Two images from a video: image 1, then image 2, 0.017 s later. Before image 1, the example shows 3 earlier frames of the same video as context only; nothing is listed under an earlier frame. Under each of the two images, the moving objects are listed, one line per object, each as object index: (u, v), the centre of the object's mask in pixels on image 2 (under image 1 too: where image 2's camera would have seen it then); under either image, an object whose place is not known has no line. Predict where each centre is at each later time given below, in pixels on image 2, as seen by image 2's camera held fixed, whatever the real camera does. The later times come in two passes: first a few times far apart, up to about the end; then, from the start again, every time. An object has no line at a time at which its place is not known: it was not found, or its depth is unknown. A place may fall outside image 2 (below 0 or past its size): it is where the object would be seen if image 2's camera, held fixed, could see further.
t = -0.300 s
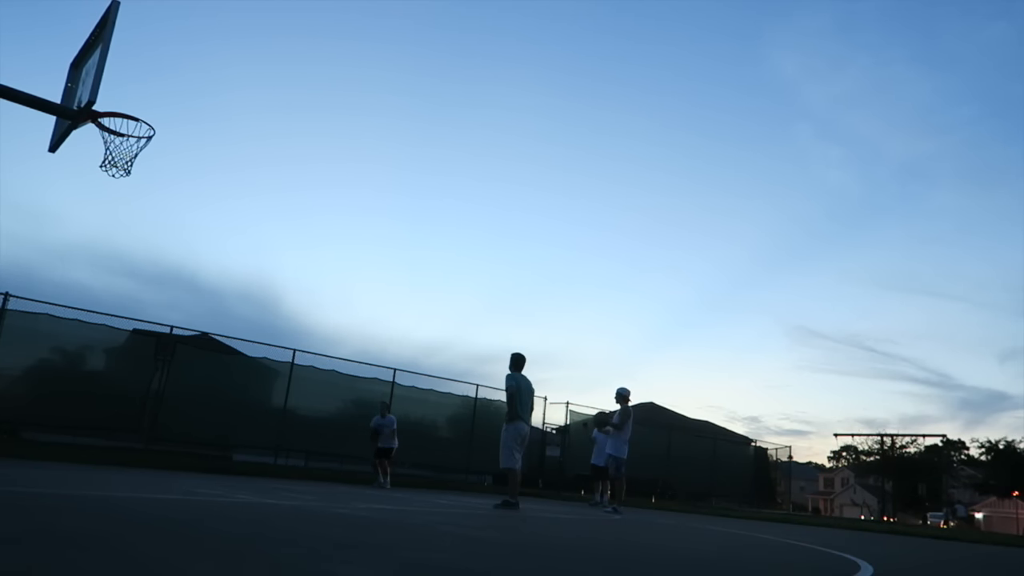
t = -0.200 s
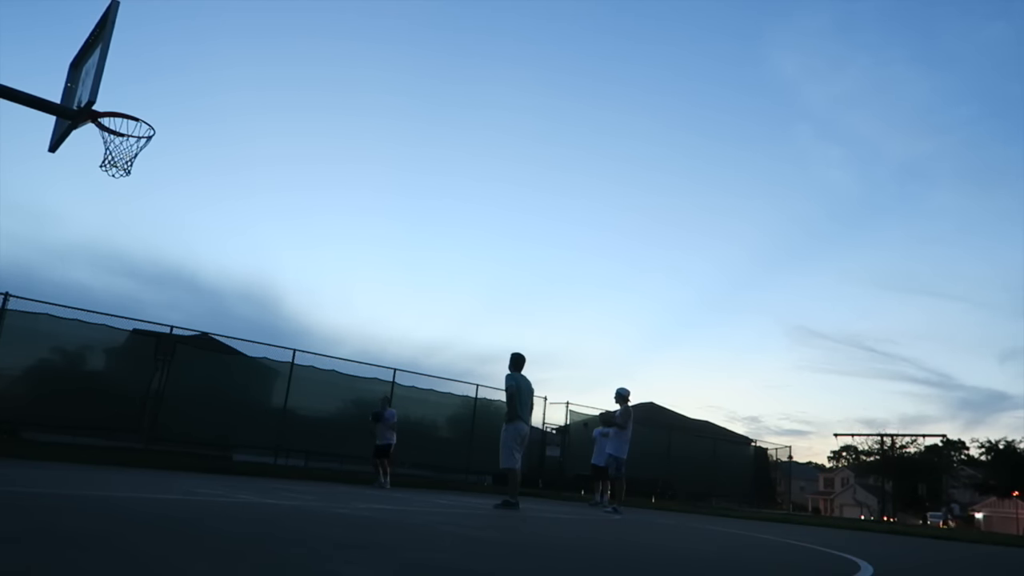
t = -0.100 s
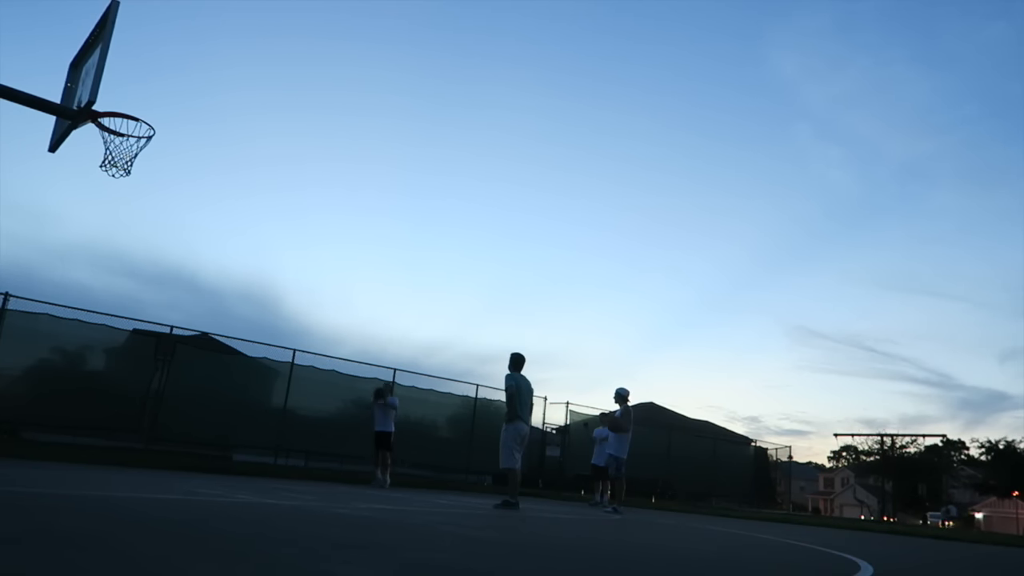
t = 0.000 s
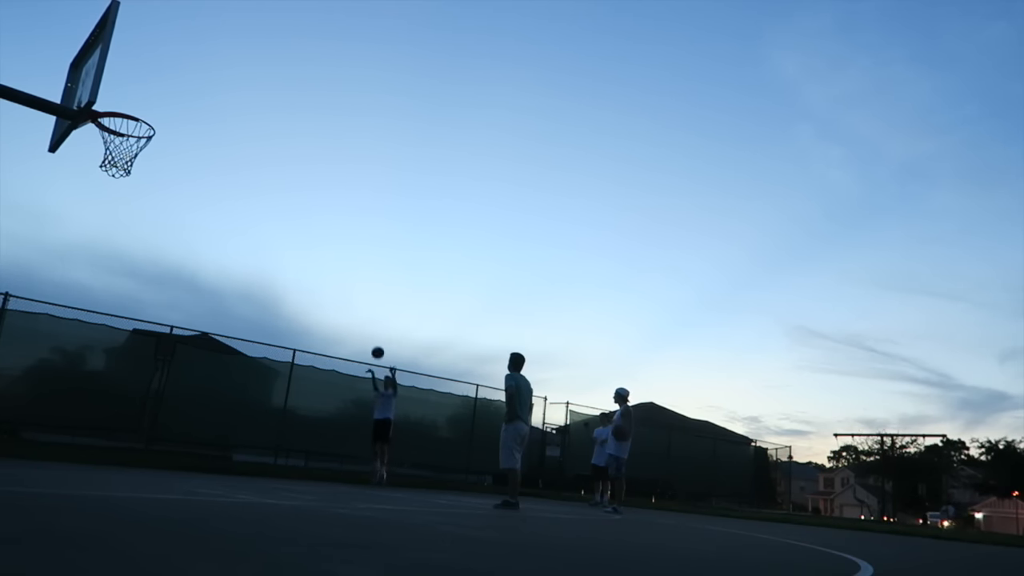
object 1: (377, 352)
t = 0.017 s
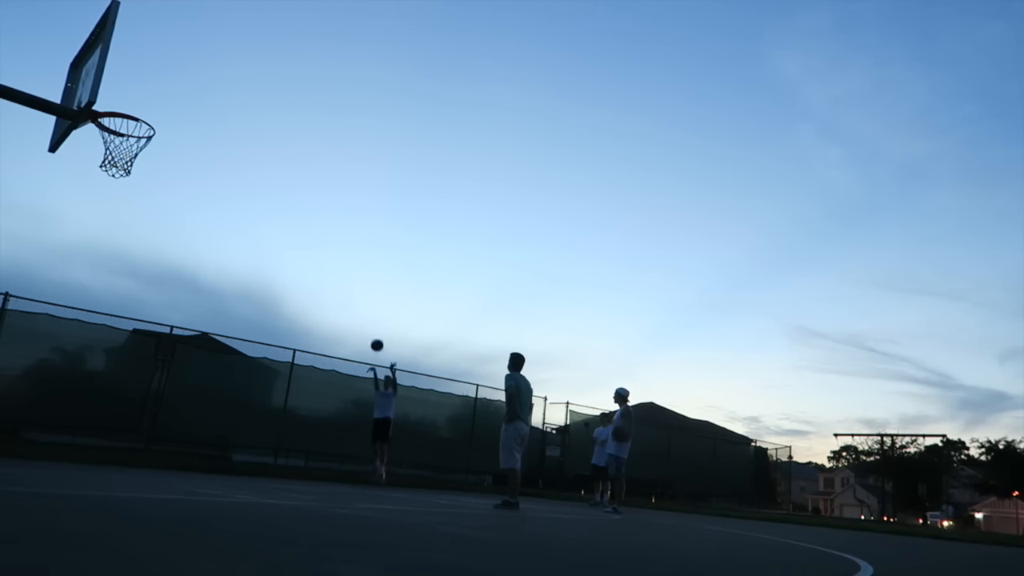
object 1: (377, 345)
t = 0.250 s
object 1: (364, 250)
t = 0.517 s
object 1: (340, 164)
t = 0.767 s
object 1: (305, 107)
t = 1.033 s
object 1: (249, 80)
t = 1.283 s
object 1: (165, 100)
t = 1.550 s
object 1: (117, 133)
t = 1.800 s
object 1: (130, 163)
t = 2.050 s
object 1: (102, 218)
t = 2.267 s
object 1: (64, 319)
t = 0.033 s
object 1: (376, 338)
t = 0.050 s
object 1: (375, 331)
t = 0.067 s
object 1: (374, 324)
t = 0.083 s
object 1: (374, 317)
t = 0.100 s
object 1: (373, 309)
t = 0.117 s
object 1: (372, 303)
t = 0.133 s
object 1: (371, 296)
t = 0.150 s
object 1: (370, 289)
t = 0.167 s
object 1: (369, 282)
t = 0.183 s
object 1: (368, 276)
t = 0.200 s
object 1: (367, 269)
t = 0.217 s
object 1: (366, 263)
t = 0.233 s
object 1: (365, 257)
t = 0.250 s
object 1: (364, 250)
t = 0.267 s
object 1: (363, 244)
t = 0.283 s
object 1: (361, 238)
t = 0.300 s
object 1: (360, 232)
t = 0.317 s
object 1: (359, 227)
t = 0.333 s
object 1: (358, 221)
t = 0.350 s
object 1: (356, 215)
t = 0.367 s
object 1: (355, 210)
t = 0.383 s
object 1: (353, 204)
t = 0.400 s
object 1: (352, 199)
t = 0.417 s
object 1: (350, 194)
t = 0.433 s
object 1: (348, 189)
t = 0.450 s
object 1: (347, 184)
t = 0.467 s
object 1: (345, 178)
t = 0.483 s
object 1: (343, 174)
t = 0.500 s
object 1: (342, 169)
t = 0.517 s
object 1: (340, 164)
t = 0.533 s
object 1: (338, 160)
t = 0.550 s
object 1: (336, 155)
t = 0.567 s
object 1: (334, 151)
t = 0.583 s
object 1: (332, 147)
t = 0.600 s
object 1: (330, 142)
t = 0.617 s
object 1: (328, 139)
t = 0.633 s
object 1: (325, 135)
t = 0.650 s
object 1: (323, 131)
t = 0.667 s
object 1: (321, 127)
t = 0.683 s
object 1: (318, 123)
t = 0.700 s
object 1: (316, 120)
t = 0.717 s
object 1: (313, 117)
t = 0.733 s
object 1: (311, 113)
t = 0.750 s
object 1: (308, 110)
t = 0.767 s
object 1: (305, 107)
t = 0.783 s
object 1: (302, 104)
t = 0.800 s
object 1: (299, 102)
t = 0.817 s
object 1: (296, 99)
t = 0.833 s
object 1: (293, 97)
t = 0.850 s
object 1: (290, 94)
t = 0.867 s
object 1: (287, 92)
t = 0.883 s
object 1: (283, 90)
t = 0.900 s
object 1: (280, 88)
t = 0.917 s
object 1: (277, 87)
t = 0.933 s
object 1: (273, 85)
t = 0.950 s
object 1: (269, 84)
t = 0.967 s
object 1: (265, 83)
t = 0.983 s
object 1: (261, 82)
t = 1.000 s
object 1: (257, 81)
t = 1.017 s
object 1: (253, 80)
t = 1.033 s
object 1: (249, 80)
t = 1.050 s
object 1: (244, 79)
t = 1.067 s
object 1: (240, 79)
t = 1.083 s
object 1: (235, 80)
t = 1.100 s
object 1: (230, 80)
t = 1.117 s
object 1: (225, 80)
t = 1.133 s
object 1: (220, 81)
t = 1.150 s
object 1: (215, 82)
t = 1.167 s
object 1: (209, 83)
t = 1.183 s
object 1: (204, 85)
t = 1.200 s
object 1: (198, 87)
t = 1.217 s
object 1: (192, 89)
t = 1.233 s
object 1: (185, 91)
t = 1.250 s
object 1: (179, 94)
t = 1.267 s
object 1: (173, 97)
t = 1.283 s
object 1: (165, 100)
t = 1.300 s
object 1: (158, 104)
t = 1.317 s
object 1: (151, 108)
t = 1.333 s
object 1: (143, 112)
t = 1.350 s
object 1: (135, 117)
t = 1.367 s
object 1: (127, 123)
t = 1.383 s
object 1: (118, 128)
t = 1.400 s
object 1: (109, 134)
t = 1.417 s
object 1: (102, 138)
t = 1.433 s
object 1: (99, 138)
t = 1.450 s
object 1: (99, 138)
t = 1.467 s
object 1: (101, 136)
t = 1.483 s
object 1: (104, 134)
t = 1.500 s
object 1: (108, 133)
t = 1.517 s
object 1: (111, 132)
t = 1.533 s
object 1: (115, 132)
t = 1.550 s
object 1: (117, 133)
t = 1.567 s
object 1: (120, 134)
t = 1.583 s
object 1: (122, 136)
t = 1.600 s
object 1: (124, 138)
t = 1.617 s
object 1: (126, 140)
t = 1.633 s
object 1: (128, 142)
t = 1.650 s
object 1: (130, 144)
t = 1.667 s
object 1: (131, 147)
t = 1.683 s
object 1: (132, 150)
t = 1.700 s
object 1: (133, 151)
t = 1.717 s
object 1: (133, 153)
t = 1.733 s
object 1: (133, 155)
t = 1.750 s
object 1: (133, 157)
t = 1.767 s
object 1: (132, 159)
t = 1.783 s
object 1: (131, 161)
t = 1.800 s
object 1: (130, 163)
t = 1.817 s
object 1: (129, 165)
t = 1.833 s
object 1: (128, 167)
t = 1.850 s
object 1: (126, 169)
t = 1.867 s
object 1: (124, 172)
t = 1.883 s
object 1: (122, 175)
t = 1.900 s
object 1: (120, 178)
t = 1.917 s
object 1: (119, 181)
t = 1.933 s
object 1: (117, 185)
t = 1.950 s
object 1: (115, 189)
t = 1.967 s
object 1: (113, 193)
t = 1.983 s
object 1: (110, 197)
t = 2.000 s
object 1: (108, 202)
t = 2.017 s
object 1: (106, 207)
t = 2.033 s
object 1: (104, 213)
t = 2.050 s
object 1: (102, 218)
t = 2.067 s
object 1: (99, 224)
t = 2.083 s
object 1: (97, 230)
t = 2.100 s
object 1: (94, 237)
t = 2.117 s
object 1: (91, 243)
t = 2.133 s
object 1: (89, 251)
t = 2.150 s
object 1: (86, 258)
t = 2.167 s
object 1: (83, 266)
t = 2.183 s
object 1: (80, 274)
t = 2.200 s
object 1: (77, 282)
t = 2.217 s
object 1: (74, 291)
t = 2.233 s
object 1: (71, 300)
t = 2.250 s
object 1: (67, 309)
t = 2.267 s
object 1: (64, 319)
